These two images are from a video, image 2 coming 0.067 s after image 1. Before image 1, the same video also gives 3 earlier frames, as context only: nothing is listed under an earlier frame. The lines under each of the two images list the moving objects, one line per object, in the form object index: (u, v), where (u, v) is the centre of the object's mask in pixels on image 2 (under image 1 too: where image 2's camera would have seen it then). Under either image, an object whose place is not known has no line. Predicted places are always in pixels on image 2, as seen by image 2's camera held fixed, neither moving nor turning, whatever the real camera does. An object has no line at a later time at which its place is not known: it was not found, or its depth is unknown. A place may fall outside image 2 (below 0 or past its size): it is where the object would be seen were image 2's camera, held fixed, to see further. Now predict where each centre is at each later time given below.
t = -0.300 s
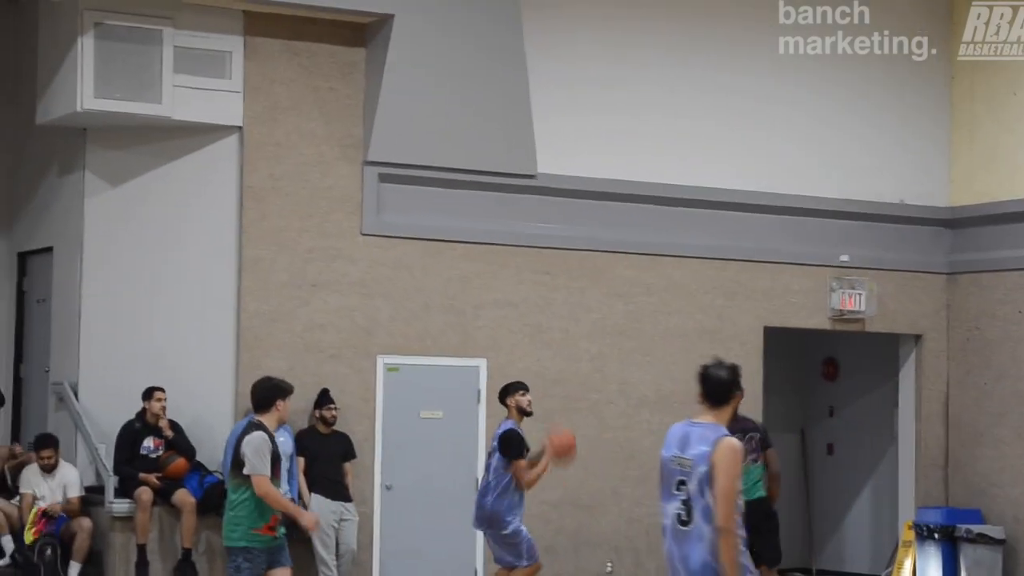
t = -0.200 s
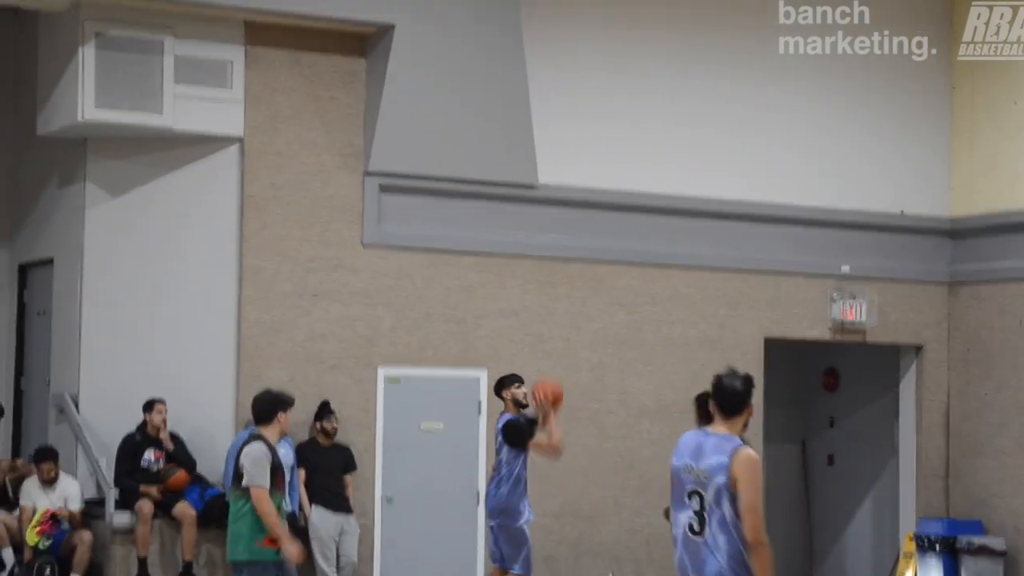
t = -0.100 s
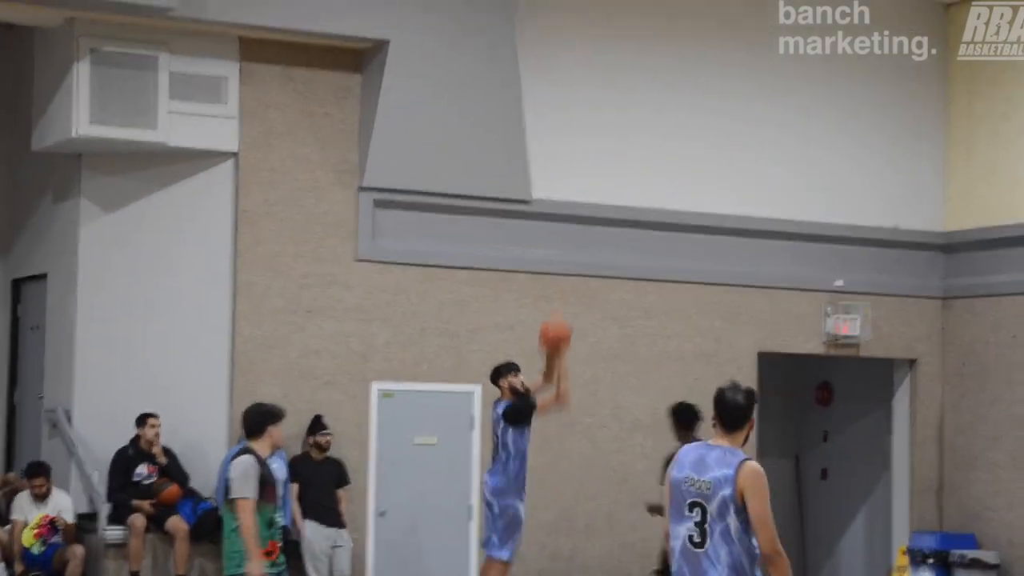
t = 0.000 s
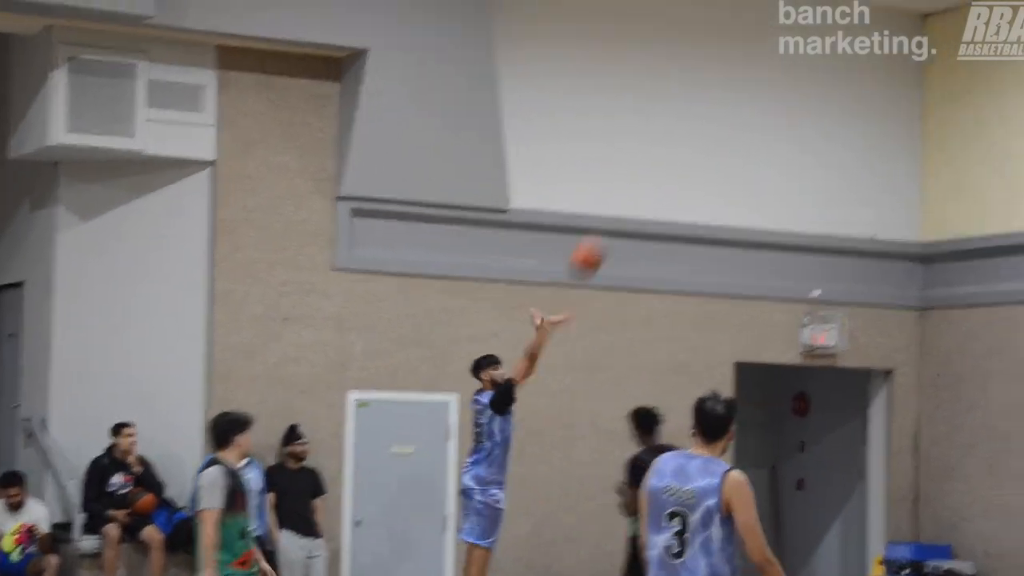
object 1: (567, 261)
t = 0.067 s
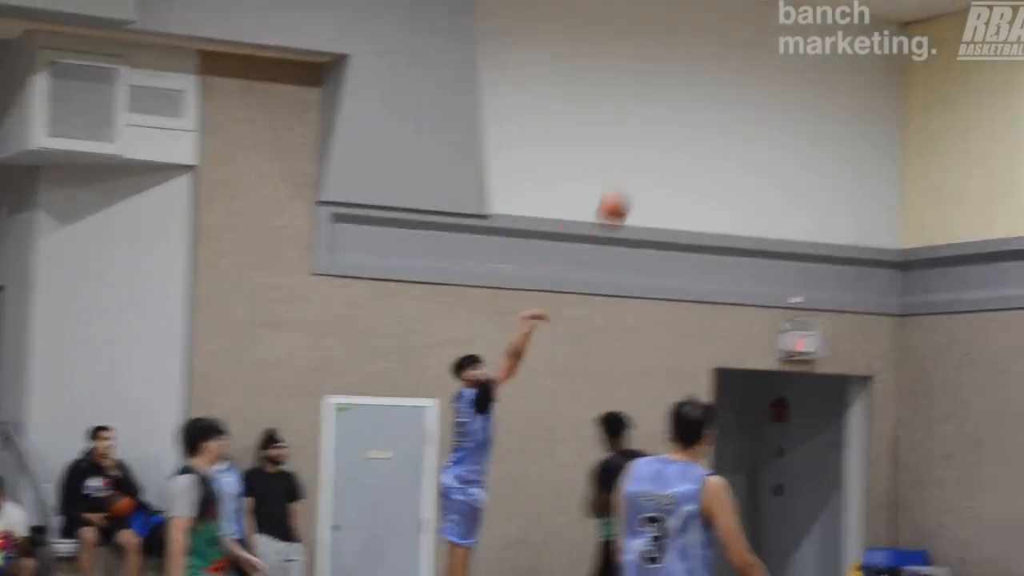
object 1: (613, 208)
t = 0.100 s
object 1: (637, 182)
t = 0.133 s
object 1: (659, 158)
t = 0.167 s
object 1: (683, 136)
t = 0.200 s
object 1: (707, 114)
